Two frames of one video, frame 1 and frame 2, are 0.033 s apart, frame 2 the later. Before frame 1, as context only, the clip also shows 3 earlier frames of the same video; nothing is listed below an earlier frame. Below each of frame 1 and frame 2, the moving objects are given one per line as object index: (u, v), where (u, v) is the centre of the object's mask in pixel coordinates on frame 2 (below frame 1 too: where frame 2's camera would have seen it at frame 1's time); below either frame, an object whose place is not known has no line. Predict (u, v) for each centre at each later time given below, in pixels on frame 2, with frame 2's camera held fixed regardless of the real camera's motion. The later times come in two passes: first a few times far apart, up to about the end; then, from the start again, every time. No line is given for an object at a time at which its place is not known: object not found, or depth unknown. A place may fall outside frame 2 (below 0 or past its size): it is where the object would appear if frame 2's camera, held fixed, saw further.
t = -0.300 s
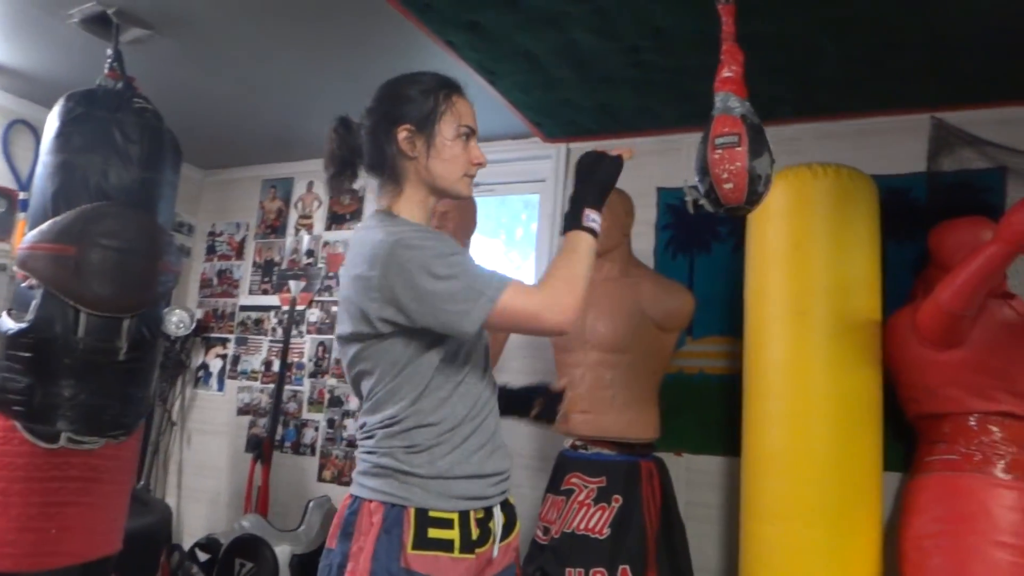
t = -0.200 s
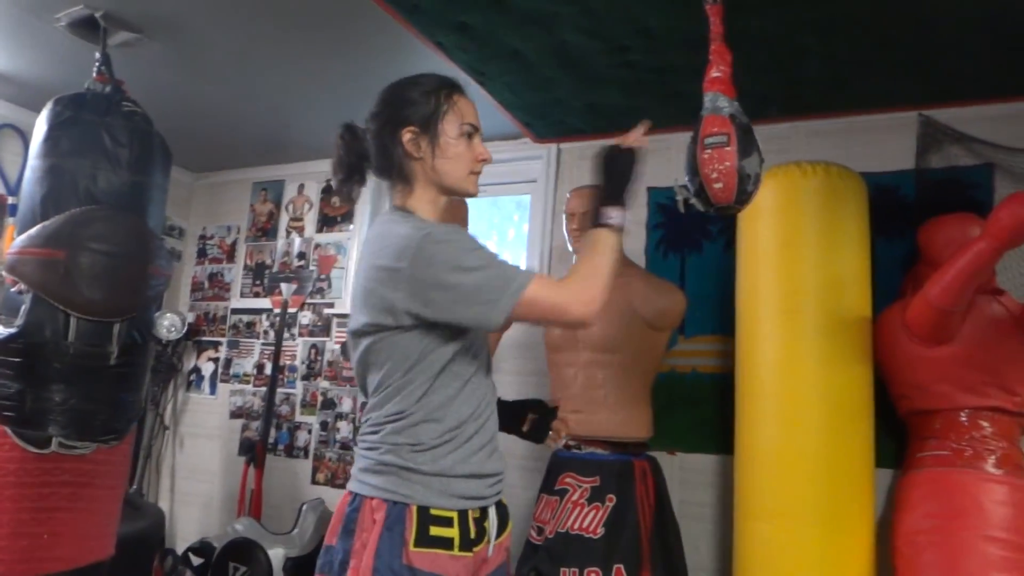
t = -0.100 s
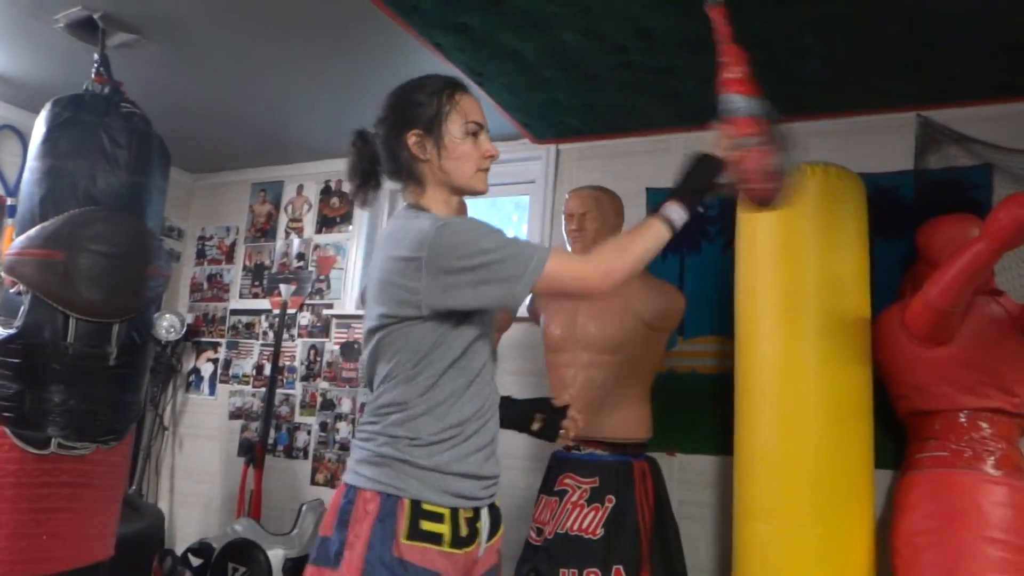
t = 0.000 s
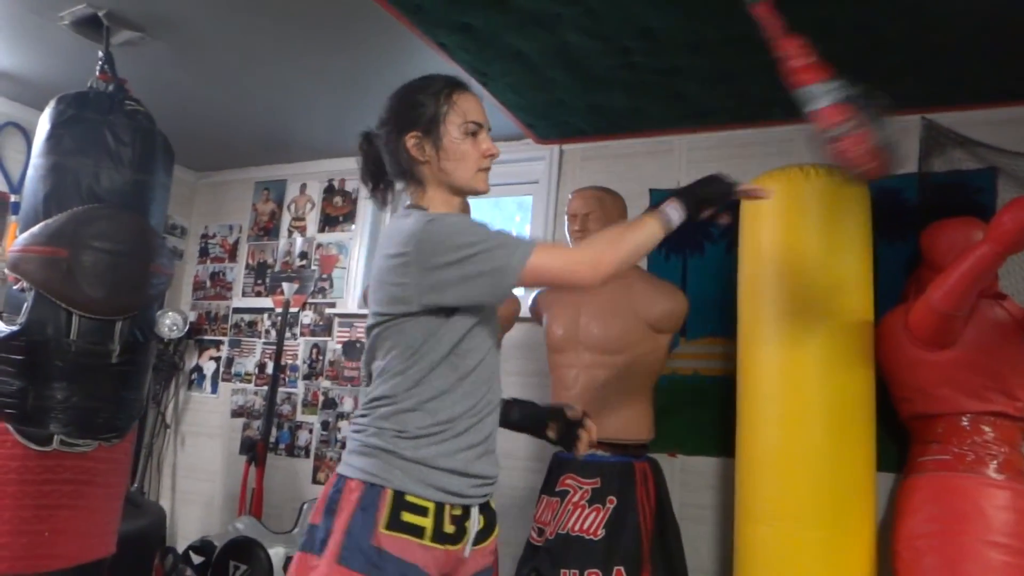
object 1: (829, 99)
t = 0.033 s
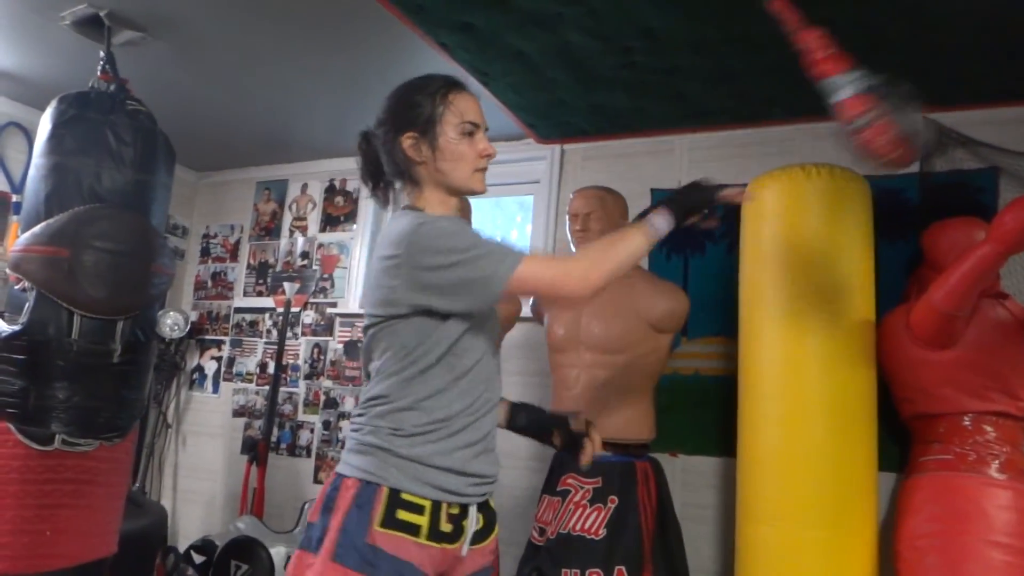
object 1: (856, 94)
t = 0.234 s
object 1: (916, 67)
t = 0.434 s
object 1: (837, 104)
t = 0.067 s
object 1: (879, 87)
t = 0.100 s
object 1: (895, 81)
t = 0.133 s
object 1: (907, 75)
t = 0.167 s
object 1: (916, 71)
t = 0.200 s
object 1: (918, 68)
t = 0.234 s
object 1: (916, 67)
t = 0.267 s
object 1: (910, 68)
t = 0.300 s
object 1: (901, 71)
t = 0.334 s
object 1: (889, 77)
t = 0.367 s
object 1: (874, 83)
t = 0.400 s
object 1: (857, 93)
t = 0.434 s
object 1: (837, 104)
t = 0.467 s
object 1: (815, 115)
